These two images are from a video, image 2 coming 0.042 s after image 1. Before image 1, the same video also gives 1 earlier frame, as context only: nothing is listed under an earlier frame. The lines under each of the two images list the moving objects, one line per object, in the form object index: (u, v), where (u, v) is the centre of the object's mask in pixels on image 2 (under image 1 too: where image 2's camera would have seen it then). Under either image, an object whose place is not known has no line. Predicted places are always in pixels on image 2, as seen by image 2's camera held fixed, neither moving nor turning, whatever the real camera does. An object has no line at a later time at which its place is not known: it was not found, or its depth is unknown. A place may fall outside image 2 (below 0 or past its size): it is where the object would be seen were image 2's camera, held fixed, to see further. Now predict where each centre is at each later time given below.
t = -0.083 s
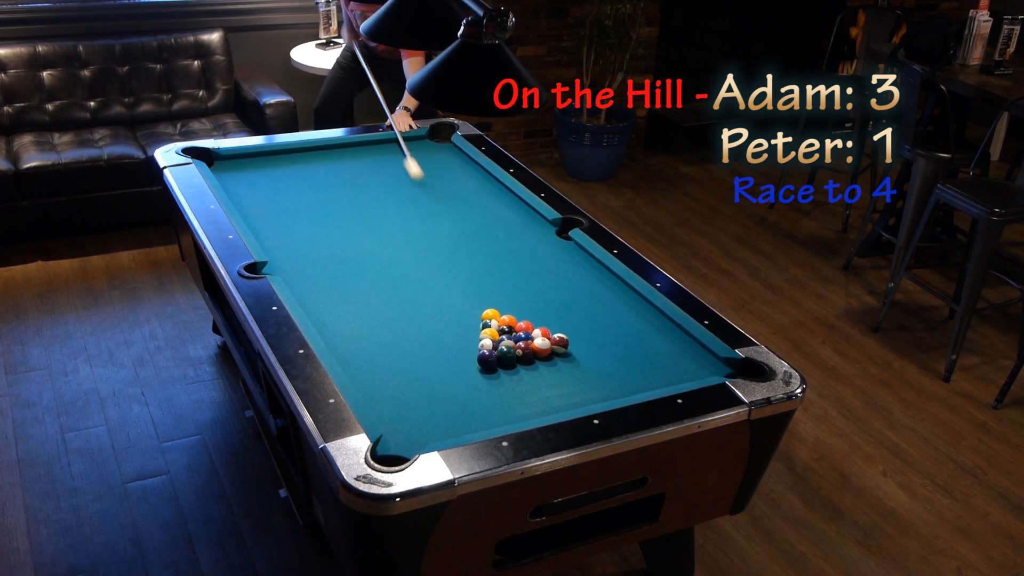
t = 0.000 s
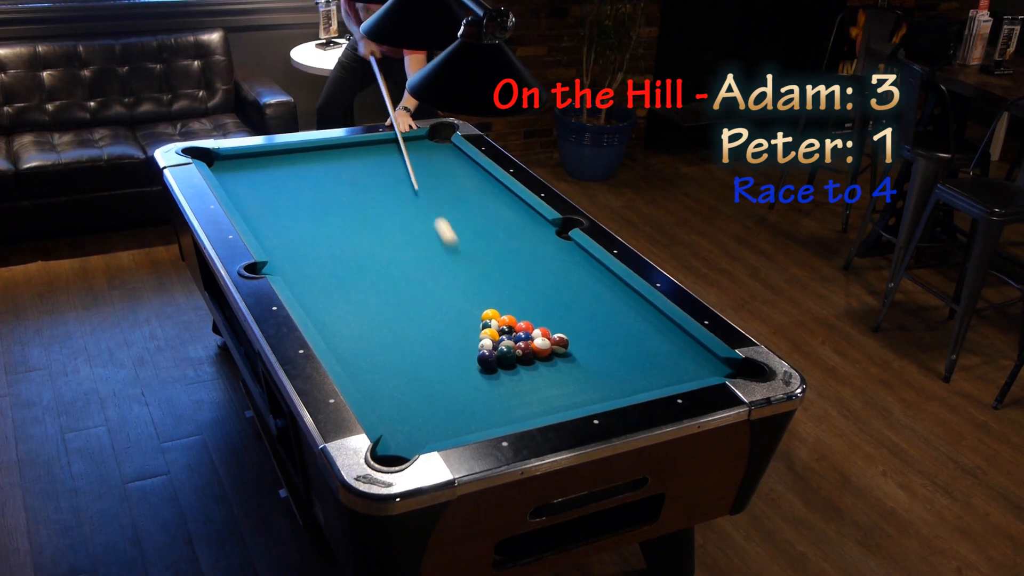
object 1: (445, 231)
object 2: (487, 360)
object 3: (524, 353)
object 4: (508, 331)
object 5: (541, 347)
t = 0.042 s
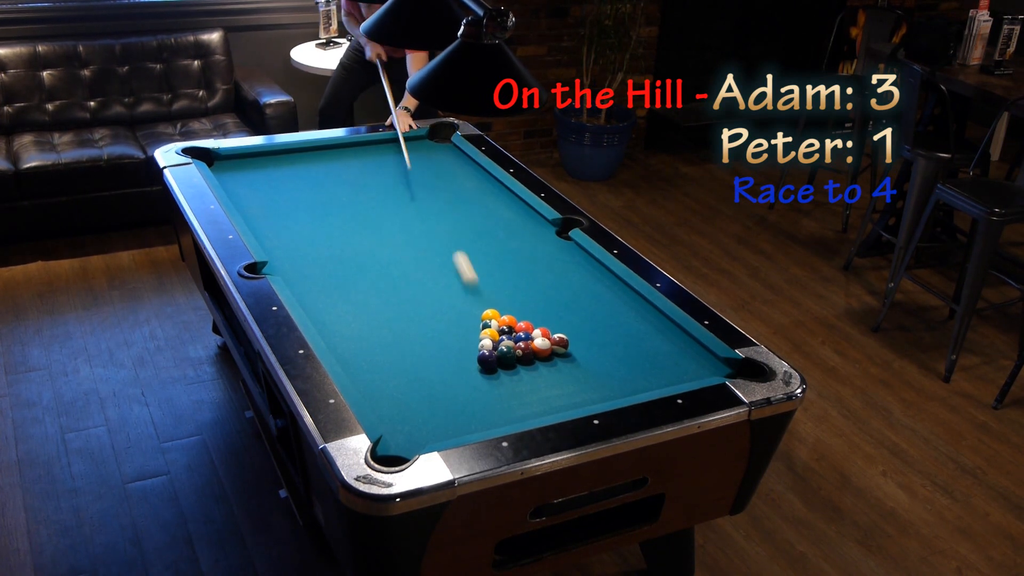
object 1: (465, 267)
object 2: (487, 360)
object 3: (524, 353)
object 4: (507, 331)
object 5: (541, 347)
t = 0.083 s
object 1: (482, 304)
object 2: (487, 361)
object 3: (525, 354)
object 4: (508, 331)
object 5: (543, 348)
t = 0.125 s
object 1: (476, 299)
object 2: (481, 400)
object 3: (532, 360)
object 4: (509, 333)
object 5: (555, 353)
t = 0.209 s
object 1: (460, 299)
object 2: (442, 415)
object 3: (544, 372)
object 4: (509, 339)
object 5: (575, 362)
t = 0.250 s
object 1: (453, 296)
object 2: (418, 402)
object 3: (549, 376)
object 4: (509, 340)
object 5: (585, 366)
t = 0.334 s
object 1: (440, 295)
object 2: (373, 381)
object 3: (560, 387)
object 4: (510, 343)
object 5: (604, 375)
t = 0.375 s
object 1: (434, 294)
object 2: (354, 372)
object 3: (566, 391)
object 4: (510, 344)
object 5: (614, 379)
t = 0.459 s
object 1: (425, 295)
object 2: (348, 351)
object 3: (578, 400)
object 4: (511, 347)
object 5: (633, 386)
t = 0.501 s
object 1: (421, 296)
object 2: (347, 340)
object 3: (580, 401)
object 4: (511, 348)
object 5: (640, 387)
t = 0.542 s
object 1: (418, 298)
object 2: (346, 330)
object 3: (578, 400)
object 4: (512, 349)
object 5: (640, 385)
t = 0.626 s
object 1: (413, 304)
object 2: (344, 311)
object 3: (574, 397)
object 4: (513, 351)
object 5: (640, 381)
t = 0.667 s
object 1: (410, 307)
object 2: (344, 301)
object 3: (571, 394)
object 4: (513, 353)
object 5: (640, 378)
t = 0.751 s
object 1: (405, 312)
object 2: (342, 284)
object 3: (566, 388)
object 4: (514, 355)
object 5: (639, 372)
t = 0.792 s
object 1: (402, 315)
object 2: (341, 275)
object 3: (564, 386)
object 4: (514, 355)
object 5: (639, 370)
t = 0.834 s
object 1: (399, 318)
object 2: (340, 268)
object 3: (562, 384)
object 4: (514, 356)
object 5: (639, 367)
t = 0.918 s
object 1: (394, 324)
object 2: (339, 252)
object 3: (558, 379)
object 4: (514, 358)
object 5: (639, 362)
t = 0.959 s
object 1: (391, 326)
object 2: (338, 245)
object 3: (555, 377)
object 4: (515, 359)
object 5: (639, 359)
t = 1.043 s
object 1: (387, 331)
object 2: (337, 231)
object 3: (551, 372)
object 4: (515, 361)
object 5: (638, 355)
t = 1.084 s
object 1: (386, 333)
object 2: (336, 224)
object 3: (549, 370)
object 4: (515, 362)
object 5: (638, 353)
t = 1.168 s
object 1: (388, 333)
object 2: (335, 212)
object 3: (545, 366)
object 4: (516, 363)
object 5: (638, 347)
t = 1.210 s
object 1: (389, 333)
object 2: (334, 205)
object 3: (544, 363)
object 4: (516, 364)
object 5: (638, 345)
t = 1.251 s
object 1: (389, 333)
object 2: (334, 199)
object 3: (542, 362)
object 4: (516, 365)
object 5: (638, 343)
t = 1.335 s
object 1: (391, 332)
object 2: (332, 187)
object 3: (538, 358)
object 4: (516, 366)
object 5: (638, 339)
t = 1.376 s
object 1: (391, 332)
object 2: (332, 182)
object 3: (536, 356)
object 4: (516, 367)
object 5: (638, 337)
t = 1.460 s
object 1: (392, 332)
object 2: (331, 171)
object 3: (533, 352)
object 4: (517, 368)
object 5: (638, 333)
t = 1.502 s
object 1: (392, 332)
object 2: (330, 166)
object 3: (531, 350)
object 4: (517, 370)
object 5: (638, 331)
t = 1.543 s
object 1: (393, 332)
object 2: (330, 161)
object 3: (530, 348)
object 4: (517, 370)
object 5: (637, 329)
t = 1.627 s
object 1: (393, 332)
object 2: (329, 152)
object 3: (526, 344)
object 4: (517, 371)
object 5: (637, 325)
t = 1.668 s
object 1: (393, 332)
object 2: (329, 148)
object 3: (525, 343)
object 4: (517, 371)
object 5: (637, 324)
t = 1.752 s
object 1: (393, 332)
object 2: (346, 152)
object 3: (522, 340)
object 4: (517, 372)
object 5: (636, 320)
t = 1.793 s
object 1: (393, 332)
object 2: (355, 153)
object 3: (520, 338)
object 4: (517, 373)
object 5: (636, 318)
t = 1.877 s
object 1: (393, 332)
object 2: (371, 156)
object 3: (517, 335)
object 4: (517, 373)
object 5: (636, 315)
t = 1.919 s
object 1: (393, 332)
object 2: (379, 158)
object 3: (516, 333)
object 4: (517, 373)
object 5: (636, 313)
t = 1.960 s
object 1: (393, 332)
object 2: (387, 160)
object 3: (514, 332)
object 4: (517, 374)
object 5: (636, 312)
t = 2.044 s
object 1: (393, 332)
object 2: (403, 163)
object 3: (511, 329)
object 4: (518, 374)
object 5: (635, 309)
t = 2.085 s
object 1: (393, 332)
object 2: (412, 164)
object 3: (509, 327)
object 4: (518, 374)
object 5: (635, 307)
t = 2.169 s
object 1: (393, 332)
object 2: (428, 167)
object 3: (507, 325)
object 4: (518, 374)
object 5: (635, 305)
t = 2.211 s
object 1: (393, 332)
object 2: (436, 169)
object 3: (505, 323)
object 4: (518, 374)
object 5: (635, 304)
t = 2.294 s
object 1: (393, 332)
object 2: (452, 172)
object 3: (502, 321)
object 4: (518, 375)
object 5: (634, 301)
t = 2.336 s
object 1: (393, 332)
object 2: (460, 174)
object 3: (501, 319)
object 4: (518, 375)
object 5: (634, 299)
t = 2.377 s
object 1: (393, 332)
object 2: (468, 175)
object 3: (500, 318)
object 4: (518, 375)
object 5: (634, 298)
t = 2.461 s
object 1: (393, 332)
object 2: (485, 178)
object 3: (497, 316)
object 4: (517, 375)
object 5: (633, 296)
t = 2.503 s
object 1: (393, 332)
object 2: (491, 180)
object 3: (496, 315)
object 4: (517, 375)
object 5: (632, 295)
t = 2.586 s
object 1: (393, 332)
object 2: (489, 185)
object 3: (494, 313)
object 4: (517, 375)
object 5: (629, 294)
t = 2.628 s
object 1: (393, 332)
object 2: (488, 187)
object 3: (493, 312)
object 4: (517, 375)
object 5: (628, 294)
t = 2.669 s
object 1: (393, 332)
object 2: (488, 189)
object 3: (491, 311)
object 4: (517, 375)
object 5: (627, 293)
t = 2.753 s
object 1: (393, 332)
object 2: (486, 194)
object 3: (489, 309)
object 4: (517, 375)
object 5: (625, 292)
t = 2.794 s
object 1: (393, 332)
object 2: (486, 197)
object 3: (488, 308)
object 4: (517, 375)
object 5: (624, 292)
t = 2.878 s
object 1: (393, 332)
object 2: (484, 201)
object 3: (486, 306)
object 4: (517, 375)
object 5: (622, 291)
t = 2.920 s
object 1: (393, 332)
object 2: (484, 204)
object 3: (485, 305)
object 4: (517, 375)
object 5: (621, 291)
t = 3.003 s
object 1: (393, 332)
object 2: (482, 209)
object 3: (483, 304)
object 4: (517, 375)
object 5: (619, 290)
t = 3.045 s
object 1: (393, 332)
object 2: (482, 212)
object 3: (482, 303)
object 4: (517, 375)
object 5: (618, 290)
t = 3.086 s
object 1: (393, 332)
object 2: (481, 214)
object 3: (481, 302)
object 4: (517, 375)
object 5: (617, 289)
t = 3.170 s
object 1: (393, 332)
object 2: (480, 219)
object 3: (480, 301)
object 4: (517, 375)
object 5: (615, 289)
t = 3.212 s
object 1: (393, 332)
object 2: (479, 221)
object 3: (479, 300)
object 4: (517, 375)
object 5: (615, 289)
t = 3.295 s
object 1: (393, 332)
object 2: (477, 226)
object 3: (477, 299)
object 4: (517, 375)
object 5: (613, 288)
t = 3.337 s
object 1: (393, 332)
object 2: (477, 229)
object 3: (476, 298)
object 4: (517, 375)
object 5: (613, 288)
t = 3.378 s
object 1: (393, 332)
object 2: (476, 231)
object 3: (476, 298)
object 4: (517, 375)
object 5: (612, 288)
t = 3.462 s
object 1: (393, 332)
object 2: (474, 237)
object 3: (474, 297)
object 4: (517, 375)
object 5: (611, 288)
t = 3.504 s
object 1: (393, 332)
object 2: (474, 239)
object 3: (473, 296)
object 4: (517, 375)
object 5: (611, 287)
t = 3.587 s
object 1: (393, 332)
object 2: (472, 244)
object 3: (472, 296)
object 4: (517, 375)
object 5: (610, 287)
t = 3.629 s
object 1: (393, 332)
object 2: (471, 247)
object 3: (471, 295)
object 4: (517, 375)
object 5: (609, 287)
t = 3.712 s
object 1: (393, 332)
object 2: (470, 252)
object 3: (470, 294)
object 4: (517, 375)
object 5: (609, 287)
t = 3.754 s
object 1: (393, 332)
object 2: (469, 254)
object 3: (470, 294)
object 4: (517, 375)
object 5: (609, 287)
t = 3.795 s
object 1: (393, 332)
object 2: (468, 257)
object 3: (469, 293)
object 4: (517, 375)
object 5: (609, 287)
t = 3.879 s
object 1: (393, 332)
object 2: (467, 262)
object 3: (468, 293)
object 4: (517, 375)
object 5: (609, 287)
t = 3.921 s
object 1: (393, 332)
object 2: (466, 265)
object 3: (468, 292)
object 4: (517, 375)
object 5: (609, 287)
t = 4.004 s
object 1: (393, 332)
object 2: (465, 270)
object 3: (467, 292)
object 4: (517, 375)
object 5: (609, 287)
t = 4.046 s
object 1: (393, 332)
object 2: (464, 272)
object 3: (466, 291)
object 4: (517, 375)
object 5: (609, 287)
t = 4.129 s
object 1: (393, 332)
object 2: (462, 276)
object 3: (466, 291)
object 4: (517, 375)
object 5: (609, 287)
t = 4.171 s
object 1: (393, 332)
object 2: (461, 277)
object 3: (466, 291)
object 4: (517, 375)
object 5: (609, 287)
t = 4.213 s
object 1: (393, 332)
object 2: (459, 279)
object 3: (466, 292)
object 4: (517, 375)
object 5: (609, 287)
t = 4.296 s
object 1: (393, 332)
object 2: (456, 282)
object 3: (468, 295)
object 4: (517, 375)
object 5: (609, 287)
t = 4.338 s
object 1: (393, 332)
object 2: (455, 283)
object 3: (468, 296)
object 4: (517, 375)
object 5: (609, 287)
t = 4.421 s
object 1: (393, 332)
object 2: (452, 284)
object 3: (470, 299)
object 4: (517, 375)
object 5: (609, 287)
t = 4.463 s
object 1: (393, 332)
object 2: (450, 285)
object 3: (470, 301)
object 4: (517, 375)
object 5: (609, 287)
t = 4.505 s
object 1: (393, 332)
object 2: (449, 285)
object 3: (471, 302)
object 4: (517, 375)
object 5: (609, 287)
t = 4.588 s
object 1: (393, 332)
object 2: (446, 286)
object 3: (472, 305)
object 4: (517, 375)
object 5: (609, 287)
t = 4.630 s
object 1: (393, 332)
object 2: (444, 286)
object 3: (473, 306)
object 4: (517, 375)
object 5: (609, 287)
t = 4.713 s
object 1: (393, 332)
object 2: (441, 287)
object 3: (474, 309)
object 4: (517, 375)
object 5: (609, 287)
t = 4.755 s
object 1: (393, 332)
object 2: (440, 288)
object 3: (475, 311)
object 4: (517, 375)
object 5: (609, 287)
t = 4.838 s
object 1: (393, 332)
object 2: (437, 288)
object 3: (476, 313)
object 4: (517, 375)
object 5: (609, 287)
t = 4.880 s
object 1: (393, 332)
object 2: (436, 288)
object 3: (477, 315)
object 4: (517, 375)
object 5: (609, 287)
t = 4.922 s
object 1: (393, 332)
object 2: (435, 289)
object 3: (478, 316)
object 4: (517, 375)
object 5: (609, 287)
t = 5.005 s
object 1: (393, 332)
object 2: (432, 289)
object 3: (479, 318)
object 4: (517, 375)
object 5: (609, 287)
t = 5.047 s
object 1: (393, 332)
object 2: (431, 290)
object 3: (479, 319)
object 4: (517, 375)
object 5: (609, 287)
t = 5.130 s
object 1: (393, 332)
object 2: (429, 290)
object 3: (481, 322)
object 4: (517, 375)
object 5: (609, 287)
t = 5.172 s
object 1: (393, 332)
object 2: (428, 291)
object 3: (481, 323)
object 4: (517, 375)
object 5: (609, 287)
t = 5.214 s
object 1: (393, 332)
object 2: (427, 291)
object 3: (482, 324)
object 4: (517, 375)
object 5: (609, 287)
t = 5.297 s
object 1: (393, 332)
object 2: (426, 291)
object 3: (483, 325)
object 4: (517, 375)
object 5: (609, 287)
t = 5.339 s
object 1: (393, 332)
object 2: (425, 292)
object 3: (484, 327)
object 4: (517, 375)
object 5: (609, 287)
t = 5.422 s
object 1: (393, 332)
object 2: (423, 292)
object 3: (485, 329)
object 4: (517, 375)
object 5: (609, 287)
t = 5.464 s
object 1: (393, 332)
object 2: (423, 292)
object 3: (486, 330)
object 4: (517, 375)
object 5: (609, 287)
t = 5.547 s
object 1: (393, 332)
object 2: (422, 292)
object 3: (487, 331)
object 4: (517, 375)
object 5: (609, 287)
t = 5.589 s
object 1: (393, 332)
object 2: (421, 293)
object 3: (488, 332)
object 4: (517, 375)
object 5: (609, 287)
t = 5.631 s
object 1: (393, 332)
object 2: (421, 293)
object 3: (489, 333)
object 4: (517, 375)
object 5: (609, 287)
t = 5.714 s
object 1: (393, 332)
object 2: (420, 293)
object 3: (490, 335)
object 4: (517, 375)
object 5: (609, 287)
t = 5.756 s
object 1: (393, 332)
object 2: (420, 293)
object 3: (491, 336)
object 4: (517, 375)
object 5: (609, 287)
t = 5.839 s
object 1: (393, 332)
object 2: (419, 294)
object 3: (492, 337)
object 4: (517, 375)
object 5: (609, 287)
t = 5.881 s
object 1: (393, 332)
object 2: (419, 294)
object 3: (492, 337)
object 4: (517, 375)
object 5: (609, 287)
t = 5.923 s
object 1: (393, 332)
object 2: (419, 294)
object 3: (493, 338)
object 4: (517, 375)
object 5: (609, 287)
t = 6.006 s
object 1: (393, 332)
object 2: (419, 294)
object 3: (493, 338)
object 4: (517, 375)
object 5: (609, 287)
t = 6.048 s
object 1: (393, 332)
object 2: (419, 294)
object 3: (494, 341)
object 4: (517, 375)
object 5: (609, 287)
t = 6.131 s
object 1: (393, 332)
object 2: (419, 294)
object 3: (495, 342)
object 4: (517, 375)
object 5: (609, 287)
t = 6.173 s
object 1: (393, 332)
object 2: (419, 294)
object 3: (495, 342)
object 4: (517, 375)
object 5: (609, 287)
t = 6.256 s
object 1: (393, 332)
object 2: (419, 294)
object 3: (496, 343)
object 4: (517, 375)
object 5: (609, 287)
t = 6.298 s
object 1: (393, 332)
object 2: (419, 294)
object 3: (496, 343)
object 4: (517, 375)
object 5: (609, 287)
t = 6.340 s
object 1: (393, 332)
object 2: (419, 294)
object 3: (496, 344)
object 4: (517, 375)
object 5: (609, 287)
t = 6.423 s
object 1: (393, 332)
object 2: (419, 294)
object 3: (497, 345)
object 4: (517, 375)
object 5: (609, 287)
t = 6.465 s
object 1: (393, 332)
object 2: (419, 294)
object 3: (497, 345)
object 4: (517, 375)
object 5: (609, 287)
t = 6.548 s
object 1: (393, 332)
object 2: (419, 294)
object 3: (498, 346)
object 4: (517, 375)
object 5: (609, 287)
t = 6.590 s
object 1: (393, 332)
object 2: (419, 294)
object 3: (498, 346)
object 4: (517, 375)
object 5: (609, 287)
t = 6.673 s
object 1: (393, 332)
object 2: (419, 294)
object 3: (498, 347)
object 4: (517, 375)
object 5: (609, 287)
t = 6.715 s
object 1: (393, 332)
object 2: (419, 294)
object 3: (498, 347)
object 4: (517, 375)
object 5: (609, 287)
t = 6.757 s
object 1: (393, 332)
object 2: (419, 294)
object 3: (498, 348)
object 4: (517, 375)
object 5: (609, 287)
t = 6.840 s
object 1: (393, 332)
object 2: (419, 294)
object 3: (498, 348)
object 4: (517, 375)
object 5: (609, 287)
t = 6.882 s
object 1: (393, 332)
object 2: (419, 294)
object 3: (498, 349)
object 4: (517, 375)
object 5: (609, 287)
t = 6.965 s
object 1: (393, 332)
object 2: (419, 294)
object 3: (498, 349)
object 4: (517, 375)
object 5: (609, 287)
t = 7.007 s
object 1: (393, 332)
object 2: (419, 294)
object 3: (498, 349)
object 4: (517, 375)
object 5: (609, 287)
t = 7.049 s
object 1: (393, 332)
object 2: (419, 294)
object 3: (498, 349)
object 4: (517, 375)
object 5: (609, 287)
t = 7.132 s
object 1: (393, 332)
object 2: (419, 294)
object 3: (498, 349)
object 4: (517, 375)
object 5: (609, 287)
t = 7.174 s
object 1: (393, 332)
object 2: (419, 294)
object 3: (498, 349)
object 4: (517, 375)
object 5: (609, 287)
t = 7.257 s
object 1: (393, 332)
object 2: (419, 294)
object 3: (498, 349)
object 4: (517, 375)
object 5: (609, 287)
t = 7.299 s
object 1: (393, 332)
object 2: (419, 294)
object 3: (498, 349)
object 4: (517, 375)
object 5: (609, 287)
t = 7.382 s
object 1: (393, 332)
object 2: (419, 294)
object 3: (498, 349)
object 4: (517, 375)
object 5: (609, 287)
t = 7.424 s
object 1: (393, 332)
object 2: (419, 294)
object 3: (498, 349)
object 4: (517, 375)
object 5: (609, 287)
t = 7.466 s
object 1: (393, 332)
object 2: (419, 294)
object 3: (498, 349)
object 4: (517, 375)
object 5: (609, 287)
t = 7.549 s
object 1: (393, 332)
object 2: (419, 294)
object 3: (498, 349)
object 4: (517, 375)
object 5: (609, 287)
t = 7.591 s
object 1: (393, 332)
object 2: (419, 294)
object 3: (498, 349)
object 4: (517, 375)
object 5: (609, 287)
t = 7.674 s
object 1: (393, 332)
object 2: (419, 294)
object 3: (498, 349)
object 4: (517, 375)
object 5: (609, 287)
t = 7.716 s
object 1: (393, 332)
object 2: (419, 294)
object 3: (498, 349)
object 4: (517, 375)
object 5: (609, 287)
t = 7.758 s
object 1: (393, 332)
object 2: (419, 294)
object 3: (498, 349)
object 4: (517, 375)
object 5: (609, 287)
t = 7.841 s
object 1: (393, 332)
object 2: (419, 294)
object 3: (498, 349)
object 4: (517, 375)
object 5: (609, 287)
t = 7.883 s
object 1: (393, 332)
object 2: (419, 294)
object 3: (498, 349)
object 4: (517, 375)
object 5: (609, 287)
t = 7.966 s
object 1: (393, 332)
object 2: (419, 294)
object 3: (498, 349)
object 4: (517, 375)
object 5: (609, 287)
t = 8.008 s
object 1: (393, 332)
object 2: (419, 294)
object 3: (498, 349)
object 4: (517, 375)
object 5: (609, 287)
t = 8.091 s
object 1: (393, 332)
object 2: (419, 294)
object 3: (498, 349)
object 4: (517, 375)
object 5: (609, 287)
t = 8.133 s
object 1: (393, 332)
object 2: (419, 294)
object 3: (498, 349)
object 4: (517, 375)
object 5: (609, 287)
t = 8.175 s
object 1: (393, 332)
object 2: (419, 294)
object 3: (498, 349)
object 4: (517, 375)
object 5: (609, 287)
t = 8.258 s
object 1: (393, 332)
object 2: (419, 294)
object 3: (498, 349)
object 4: (517, 375)
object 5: (609, 287)
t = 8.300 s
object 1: (393, 332)
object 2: (419, 294)
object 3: (498, 349)
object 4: (517, 375)
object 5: (609, 287)
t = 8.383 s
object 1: (393, 332)
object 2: (419, 294)
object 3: (498, 349)
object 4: (517, 375)
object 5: (609, 287)
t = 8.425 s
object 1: (393, 332)
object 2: (419, 294)
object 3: (498, 349)
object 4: (517, 375)
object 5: (609, 287)
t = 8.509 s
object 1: (393, 332)
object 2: (419, 294)
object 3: (498, 349)
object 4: (517, 375)
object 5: (609, 287)
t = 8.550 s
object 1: (393, 332)
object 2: (419, 294)
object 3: (498, 349)
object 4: (517, 375)
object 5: (609, 287)
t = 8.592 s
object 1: (393, 332)
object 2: (419, 294)
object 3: (498, 349)
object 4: (517, 375)
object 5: (609, 287)
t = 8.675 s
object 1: (393, 332)
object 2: (419, 294)
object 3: (498, 349)
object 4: (517, 375)
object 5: (609, 287)
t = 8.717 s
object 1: (393, 332)
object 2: (419, 294)
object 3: (498, 349)
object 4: (517, 375)
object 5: (609, 287)
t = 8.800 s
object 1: (393, 332)
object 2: (419, 294)
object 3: (498, 349)
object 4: (517, 375)
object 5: (609, 287)
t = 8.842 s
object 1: (393, 332)
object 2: (419, 294)
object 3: (498, 349)
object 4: (517, 375)
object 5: (609, 287)
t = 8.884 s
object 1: (393, 332)
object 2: (419, 294)
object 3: (498, 349)
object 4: (517, 375)
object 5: (609, 287)
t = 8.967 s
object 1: (393, 332)
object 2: (419, 294)
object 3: (498, 349)
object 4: (517, 375)
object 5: (609, 287)
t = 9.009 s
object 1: (393, 332)
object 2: (419, 294)
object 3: (498, 349)
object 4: (517, 375)
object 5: (609, 287)
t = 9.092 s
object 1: (393, 332)
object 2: (419, 294)
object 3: (498, 349)
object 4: (517, 375)
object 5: (609, 287)
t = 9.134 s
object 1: (393, 332)
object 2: (419, 294)
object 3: (498, 349)
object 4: (517, 375)
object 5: (609, 287)
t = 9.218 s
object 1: (393, 332)
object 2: (419, 294)
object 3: (498, 349)
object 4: (517, 375)
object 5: (609, 287)
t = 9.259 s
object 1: (393, 332)
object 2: (419, 294)
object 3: (498, 349)
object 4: (517, 375)
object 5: (609, 287)
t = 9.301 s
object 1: (393, 332)
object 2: (419, 294)
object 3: (498, 349)
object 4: (517, 375)
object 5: (609, 287)
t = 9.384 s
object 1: (393, 332)
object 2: (419, 294)
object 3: (498, 349)
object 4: (517, 375)
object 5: (609, 287)
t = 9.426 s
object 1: (393, 332)
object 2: (419, 294)
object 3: (498, 349)
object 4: (517, 375)
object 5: (609, 287)
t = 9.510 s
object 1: (393, 332)
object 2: (419, 294)
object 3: (498, 349)
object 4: (517, 375)
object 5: (609, 287)
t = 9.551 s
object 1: (393, 332)
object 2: (419, 294)
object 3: (498, 349)
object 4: (517, 375)
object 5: (609, 287)
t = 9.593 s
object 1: (393, 332)
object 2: (419, 294)
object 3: (498, 349)
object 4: (517, 375)
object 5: (609, 287)
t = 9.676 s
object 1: (393, 332)
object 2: (419, 294)
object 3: (498, 349)
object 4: (517, 375)
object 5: (609, 287)
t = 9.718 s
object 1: (393, 332)
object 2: (419, 294)
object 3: (498, 349)
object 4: (517, 375)
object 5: (609, 287)
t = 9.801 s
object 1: (393, 332)
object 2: (419, 294)
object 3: (498, 349)
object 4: (517, 375)
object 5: (609, 287)
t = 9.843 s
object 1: (393, 332)
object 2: (419, 294)
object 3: (498, 349)
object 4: (517, 375)
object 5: (609, 287)
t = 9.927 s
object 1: (393, 332)
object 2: (419, 294)
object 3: (498, 349)
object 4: (517, 375)
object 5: (609, 287)
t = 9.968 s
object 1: (393, 332)
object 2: (419, 294)
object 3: (498, 349)
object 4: (517, 375)
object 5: (609, 287)
